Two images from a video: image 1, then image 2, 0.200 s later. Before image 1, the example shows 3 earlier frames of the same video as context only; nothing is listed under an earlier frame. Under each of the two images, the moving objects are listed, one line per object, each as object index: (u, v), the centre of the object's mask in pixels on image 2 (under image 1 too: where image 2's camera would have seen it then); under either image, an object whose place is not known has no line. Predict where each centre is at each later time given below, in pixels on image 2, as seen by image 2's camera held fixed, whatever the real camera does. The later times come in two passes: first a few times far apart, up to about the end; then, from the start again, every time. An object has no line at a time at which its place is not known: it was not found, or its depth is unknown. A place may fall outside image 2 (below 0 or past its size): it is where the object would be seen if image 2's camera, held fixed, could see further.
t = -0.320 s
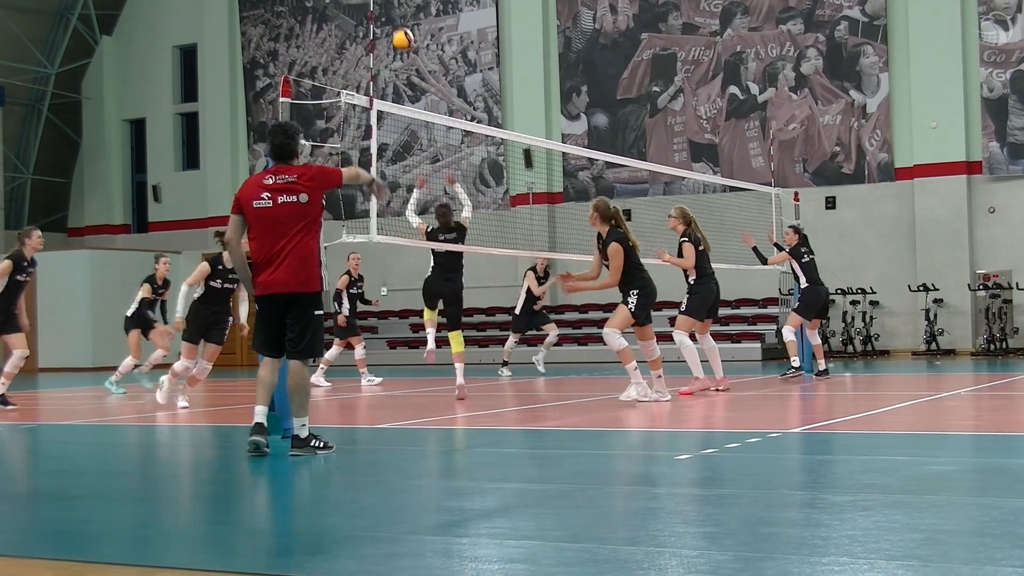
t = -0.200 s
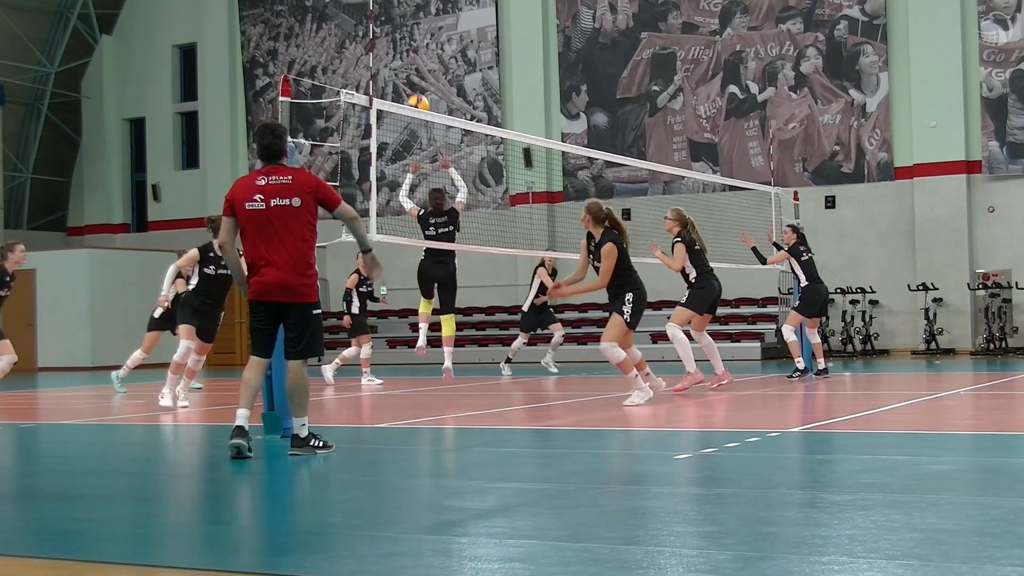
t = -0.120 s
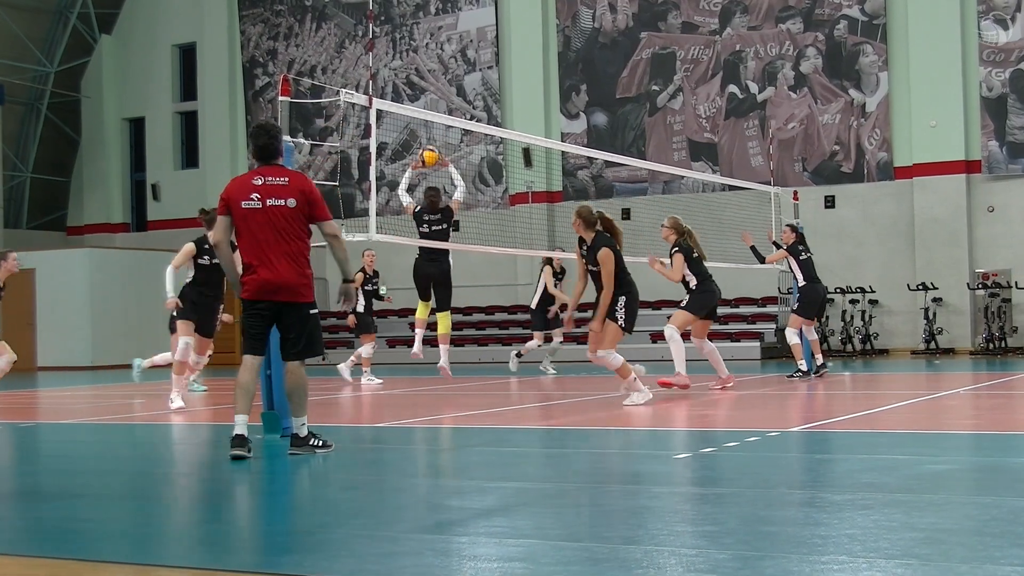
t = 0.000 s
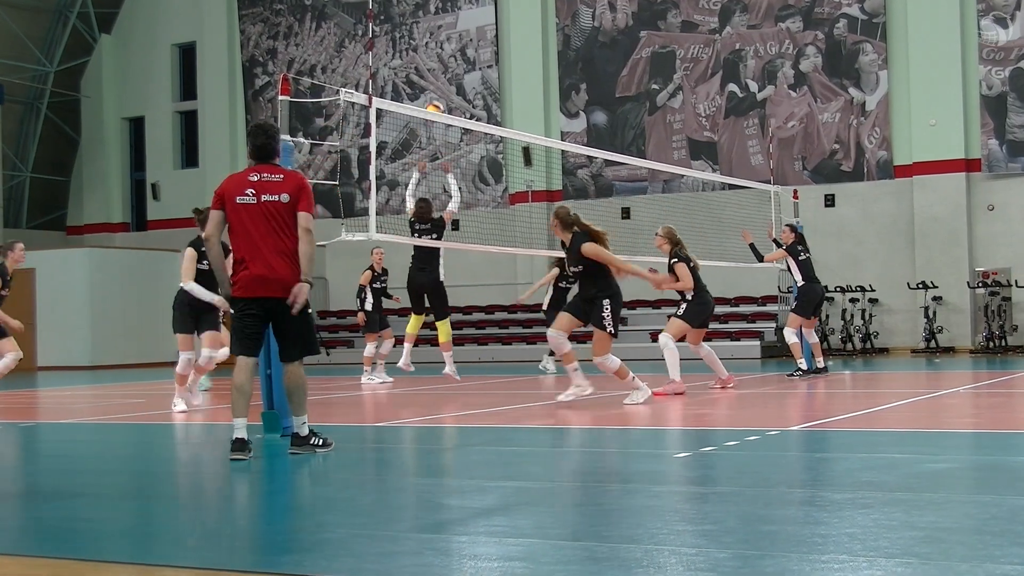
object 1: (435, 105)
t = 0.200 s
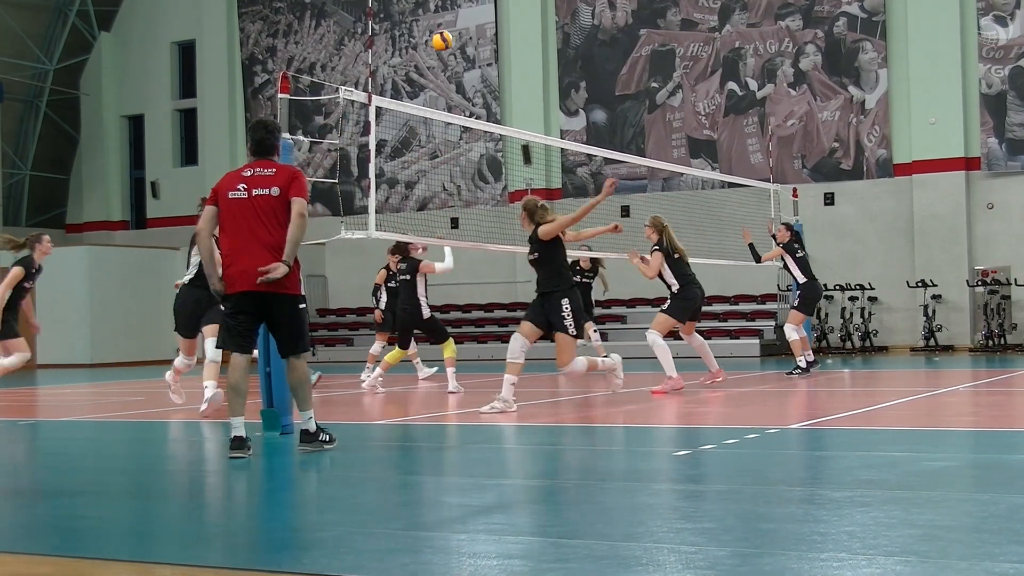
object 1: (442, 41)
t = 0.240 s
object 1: (444, 31)
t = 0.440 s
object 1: (454, 12)
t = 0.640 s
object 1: (465, 29)
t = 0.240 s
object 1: (444, 31)
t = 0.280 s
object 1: (446, 25)
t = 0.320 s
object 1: (448, 19)
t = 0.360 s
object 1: (450, 15)
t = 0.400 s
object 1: (452, 12)
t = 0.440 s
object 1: (454, 12)
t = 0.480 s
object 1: (456, 12)
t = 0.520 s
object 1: (458, 14)
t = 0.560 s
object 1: (460, 17)
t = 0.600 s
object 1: (463, 22)
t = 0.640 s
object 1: (465, 29)
